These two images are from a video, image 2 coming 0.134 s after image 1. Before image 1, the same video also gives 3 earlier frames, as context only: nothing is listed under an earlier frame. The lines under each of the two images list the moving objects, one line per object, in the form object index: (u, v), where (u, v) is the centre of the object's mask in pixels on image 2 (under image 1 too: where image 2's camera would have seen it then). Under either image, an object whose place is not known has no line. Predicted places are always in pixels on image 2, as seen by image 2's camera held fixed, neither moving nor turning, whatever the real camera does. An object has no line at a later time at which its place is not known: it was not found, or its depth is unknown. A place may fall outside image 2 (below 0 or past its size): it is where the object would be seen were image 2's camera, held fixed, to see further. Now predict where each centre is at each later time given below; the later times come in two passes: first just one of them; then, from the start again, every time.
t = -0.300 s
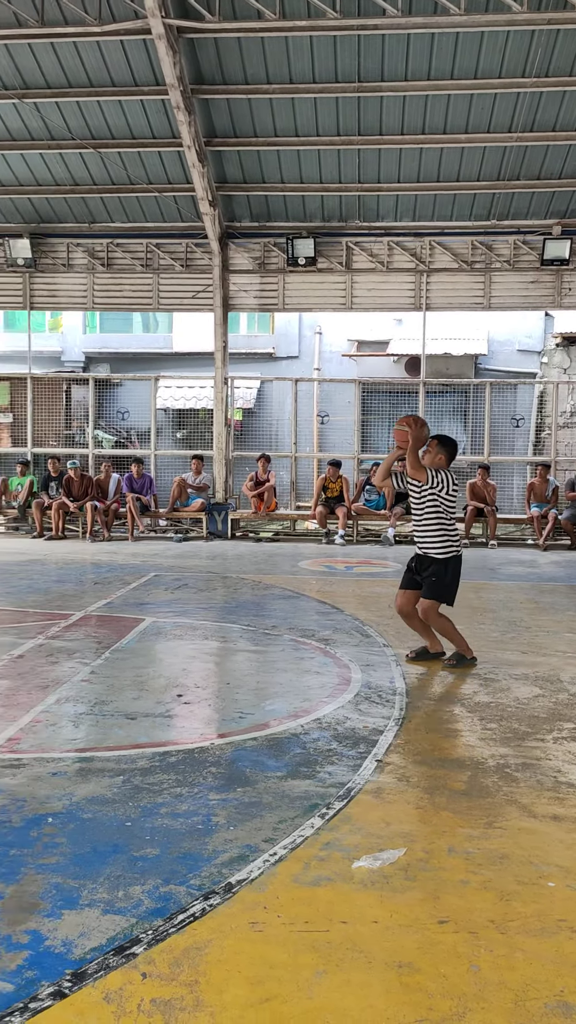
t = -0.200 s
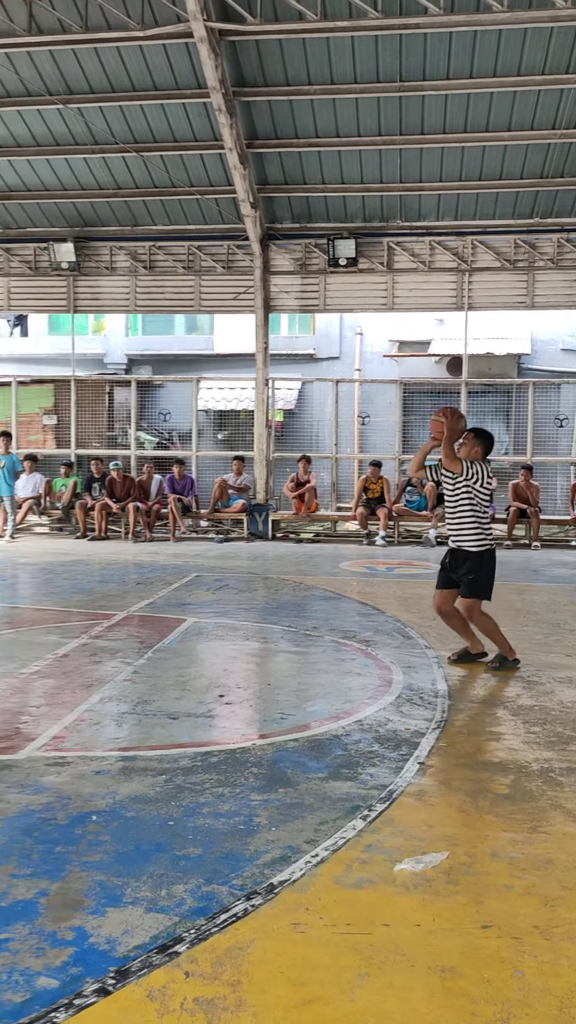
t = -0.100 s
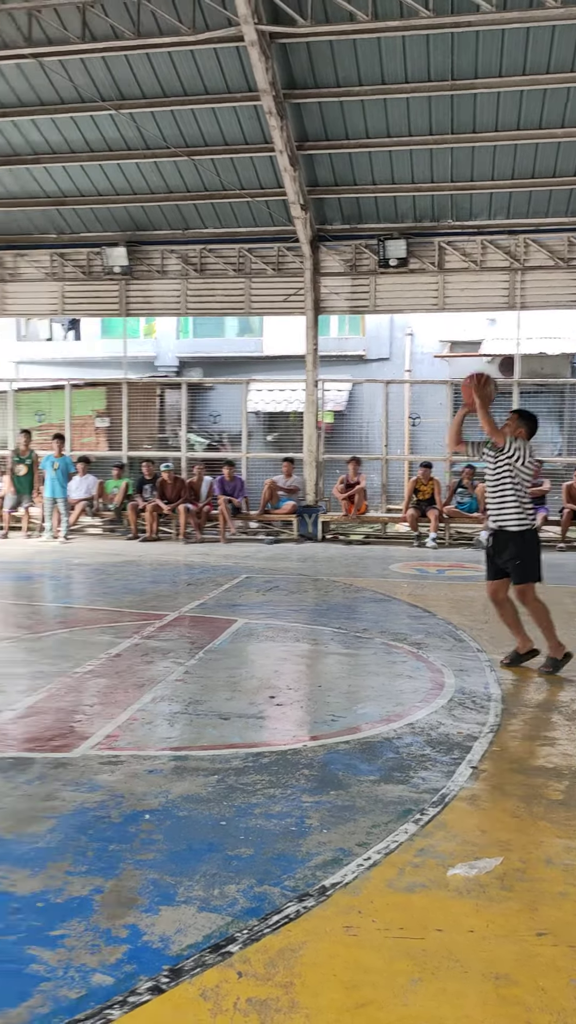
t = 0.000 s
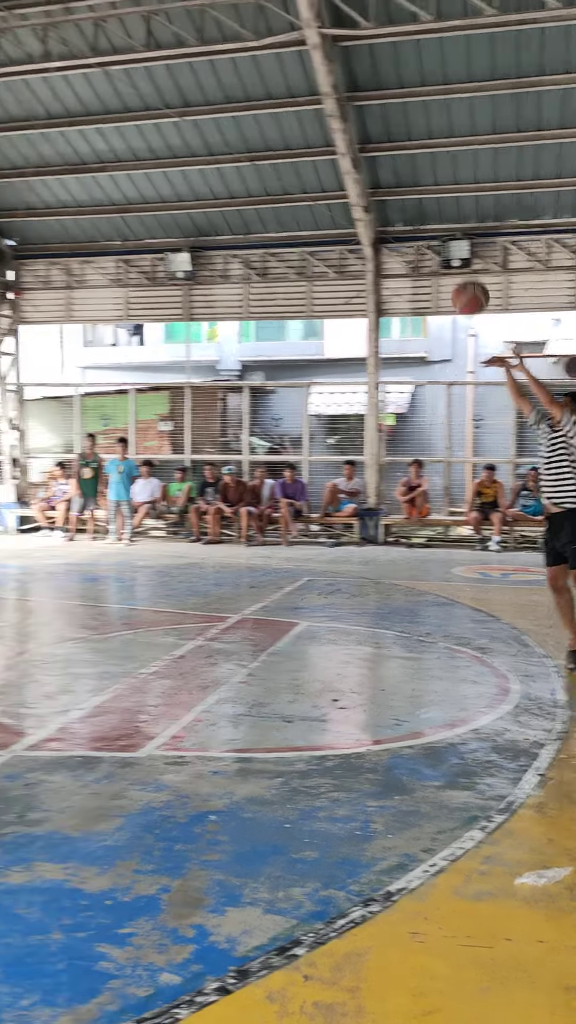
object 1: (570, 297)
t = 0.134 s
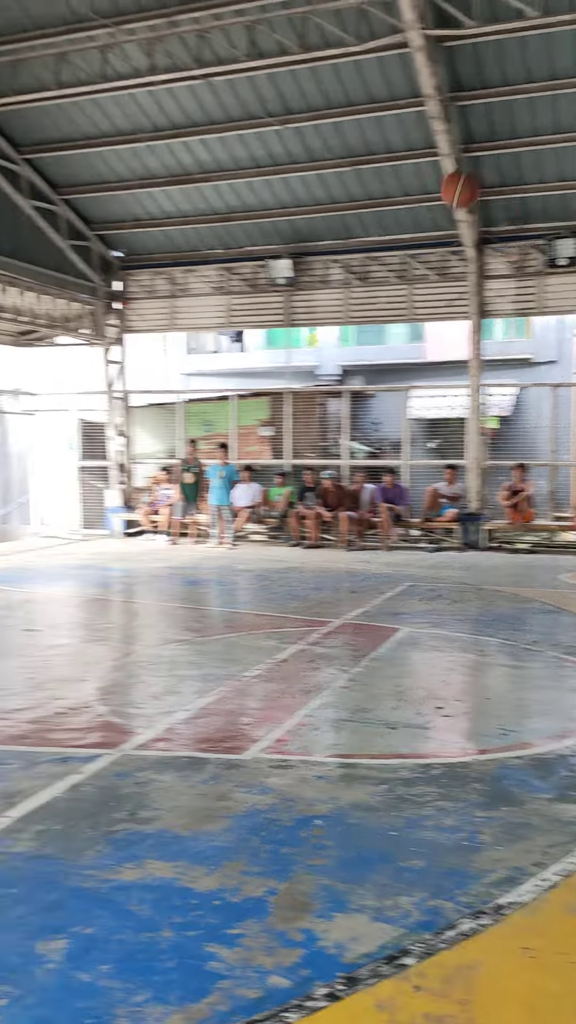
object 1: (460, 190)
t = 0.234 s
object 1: (382, 132)
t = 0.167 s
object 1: (434, 169)
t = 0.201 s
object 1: (407, 149)
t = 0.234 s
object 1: (382, 132)
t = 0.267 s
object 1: (356, 116)
